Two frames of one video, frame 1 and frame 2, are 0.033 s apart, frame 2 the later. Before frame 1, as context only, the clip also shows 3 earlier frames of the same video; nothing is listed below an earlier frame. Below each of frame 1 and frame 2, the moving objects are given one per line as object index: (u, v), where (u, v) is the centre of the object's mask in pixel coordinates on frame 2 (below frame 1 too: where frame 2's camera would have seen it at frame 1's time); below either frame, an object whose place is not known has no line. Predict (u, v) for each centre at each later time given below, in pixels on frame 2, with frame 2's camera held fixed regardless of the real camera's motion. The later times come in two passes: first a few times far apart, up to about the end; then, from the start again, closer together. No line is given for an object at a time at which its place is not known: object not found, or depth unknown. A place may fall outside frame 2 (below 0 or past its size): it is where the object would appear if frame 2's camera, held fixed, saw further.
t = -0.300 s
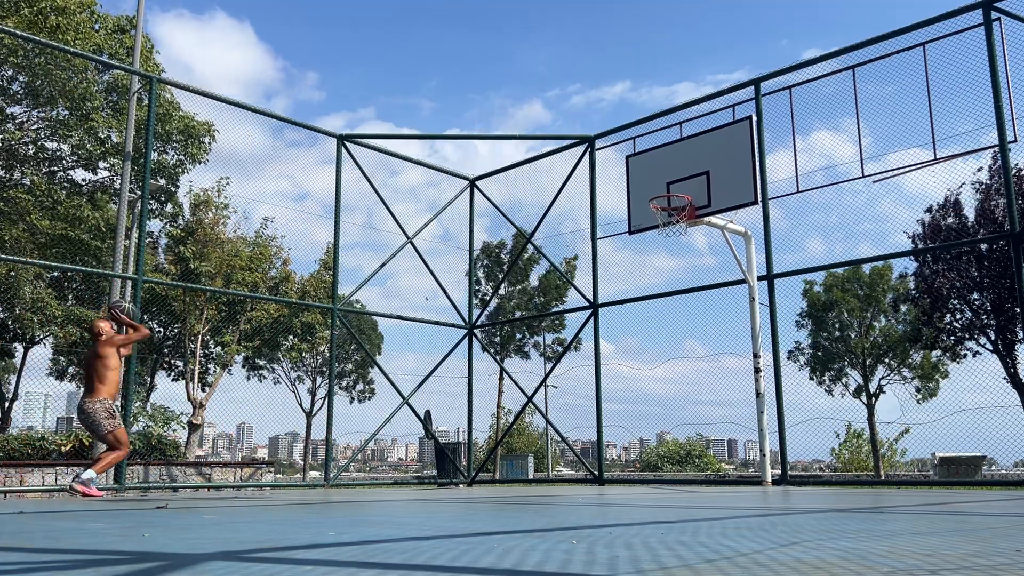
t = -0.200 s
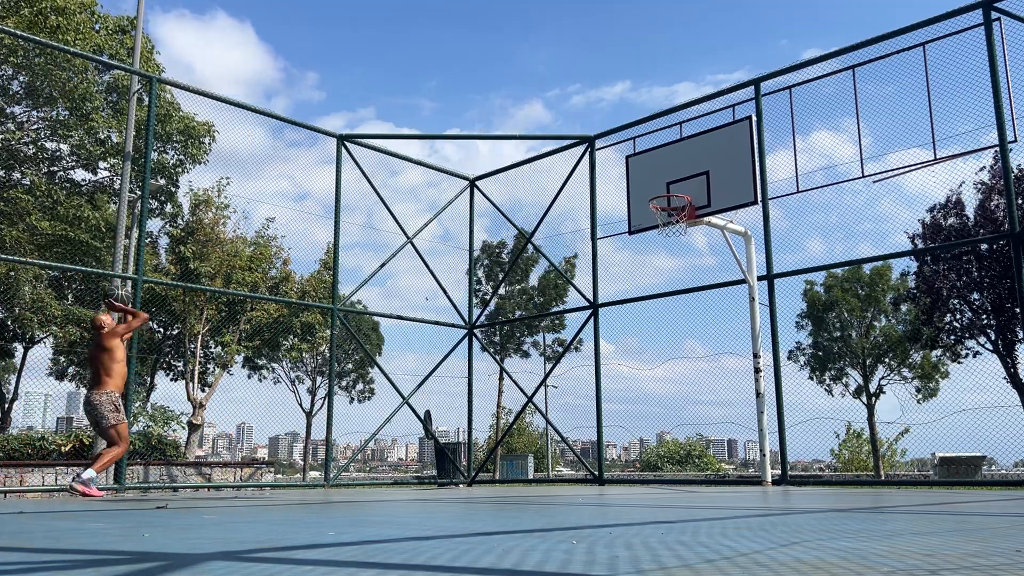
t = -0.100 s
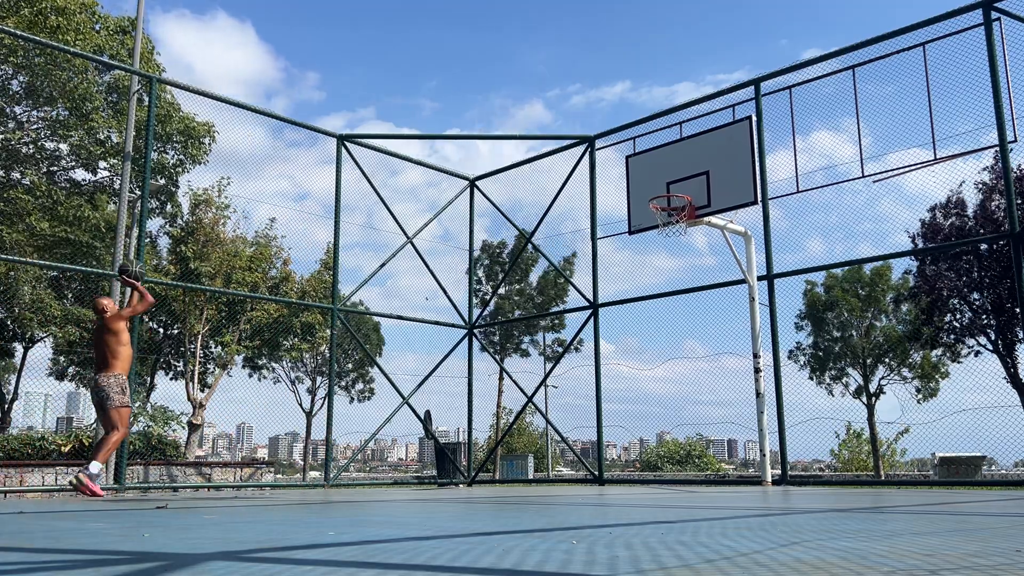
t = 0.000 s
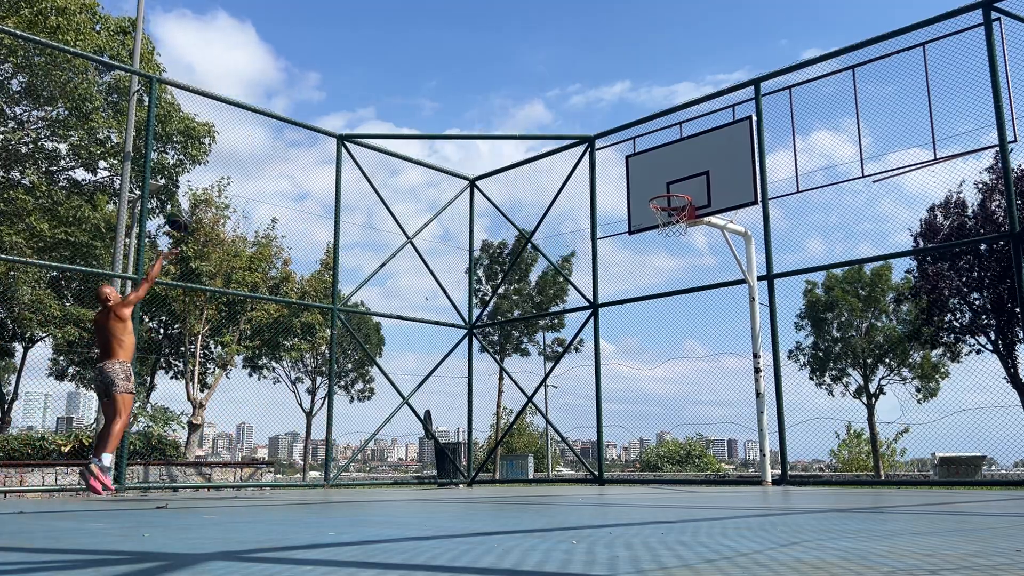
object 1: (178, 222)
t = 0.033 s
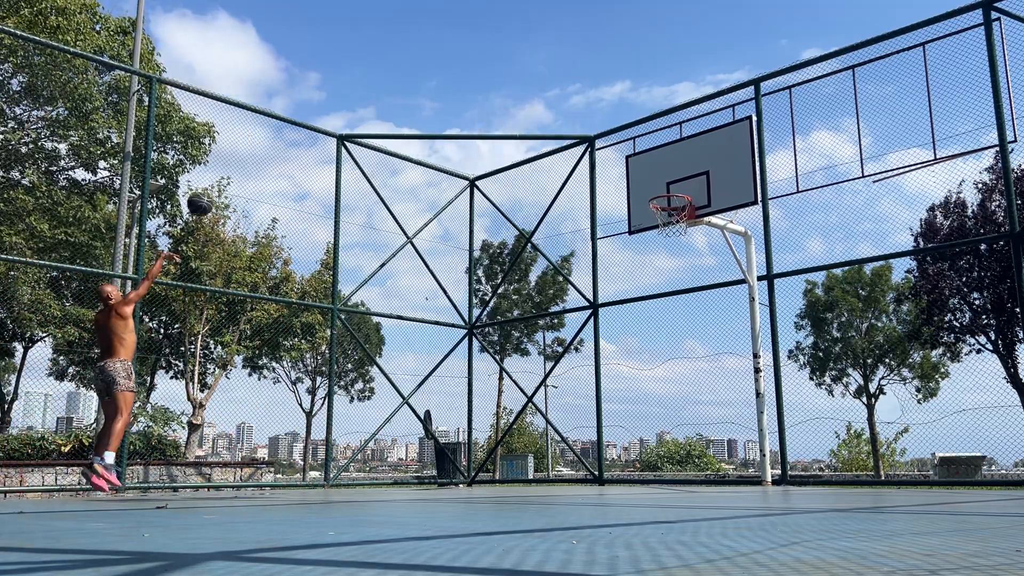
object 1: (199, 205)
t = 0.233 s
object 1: (311, 133)
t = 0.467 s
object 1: (424, 99)
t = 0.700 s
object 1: (527, 111)
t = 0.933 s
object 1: (624, 163)
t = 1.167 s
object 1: (686, 237)
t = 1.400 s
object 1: (715, 340)
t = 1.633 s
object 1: (743, 449)
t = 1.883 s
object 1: (727, 308)
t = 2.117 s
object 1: (715, 228)
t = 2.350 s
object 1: (705, 202)
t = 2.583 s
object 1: (699, 240)
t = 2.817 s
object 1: (696, 365)
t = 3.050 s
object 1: (691, 392)
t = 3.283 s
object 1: (681, 249)
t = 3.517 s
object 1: (677, 181)
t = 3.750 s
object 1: (677, 211)
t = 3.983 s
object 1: (686, 395)
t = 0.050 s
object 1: (209, 196)
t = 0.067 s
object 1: (220, 189)
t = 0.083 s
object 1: (229, 182)
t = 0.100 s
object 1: (239, 175)
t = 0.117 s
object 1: (248, 169)
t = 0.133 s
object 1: (257, 163)
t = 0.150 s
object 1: (267, 157)
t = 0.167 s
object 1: (276, 151)
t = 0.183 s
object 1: (285, 146)
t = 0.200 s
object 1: (294, 142)
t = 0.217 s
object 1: (302, 137)
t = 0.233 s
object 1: (311, 133)
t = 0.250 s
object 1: (320, 128)
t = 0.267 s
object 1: (328, 125)
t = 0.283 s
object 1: (337, 121)
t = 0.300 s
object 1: (345, 118)
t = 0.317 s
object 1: (353, 115)
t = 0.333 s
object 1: (361, 112)
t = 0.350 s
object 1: (369, 110)
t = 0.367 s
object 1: (377, 108)
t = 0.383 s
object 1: (385, 106)
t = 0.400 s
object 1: (393, 104)
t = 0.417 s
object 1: (401, 102)
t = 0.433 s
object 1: (409, 101)
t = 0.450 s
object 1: (417, 100)
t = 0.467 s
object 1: (424, 99)
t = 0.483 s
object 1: (432, 99)
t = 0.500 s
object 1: (440, 98)
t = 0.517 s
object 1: (447, 98)
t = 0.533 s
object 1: (455, 98)
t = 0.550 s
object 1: (462, 98)
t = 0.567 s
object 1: (470, 99)
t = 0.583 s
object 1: (477, 99)
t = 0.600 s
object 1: (484, 100)
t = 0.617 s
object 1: (491, 102)
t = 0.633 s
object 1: (499, 103)
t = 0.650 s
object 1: (506, 104)
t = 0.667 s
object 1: (513, 106)
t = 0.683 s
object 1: (520, 108)
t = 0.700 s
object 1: (527, 111)
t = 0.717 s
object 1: (534, 113)
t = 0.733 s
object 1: (541, 116)
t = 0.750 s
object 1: (548, 118)
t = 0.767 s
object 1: (555, 122)
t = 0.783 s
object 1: (562, 125)
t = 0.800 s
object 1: (569, 128)
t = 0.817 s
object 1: (576, 132)
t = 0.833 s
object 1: (582, 136)
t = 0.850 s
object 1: (590, 140)
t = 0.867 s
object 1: (597, 144)
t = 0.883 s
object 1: (603, 148)
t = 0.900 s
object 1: (610, 153)
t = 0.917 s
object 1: (617, 158)
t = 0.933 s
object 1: (624, 163)
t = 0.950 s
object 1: (630, 169)
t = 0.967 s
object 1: (637, 175)
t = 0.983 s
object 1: (644, 180)
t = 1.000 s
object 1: (650, 186)
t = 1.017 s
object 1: (657, 191)
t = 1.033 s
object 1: (663, 198)
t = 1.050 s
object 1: (671, 206)
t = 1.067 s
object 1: (674, 208)
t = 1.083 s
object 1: (674, 211)
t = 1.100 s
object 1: (671, 215)
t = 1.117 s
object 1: (679, 225)
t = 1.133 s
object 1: (683, 230)
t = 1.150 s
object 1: (685, 232)
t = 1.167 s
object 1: (686, 237)
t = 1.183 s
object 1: (688, 242)
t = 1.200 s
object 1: (690, 248)
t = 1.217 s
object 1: (692, 254)
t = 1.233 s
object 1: (694, 260)
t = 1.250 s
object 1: (695, 266)
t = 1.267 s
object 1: (697, 273)
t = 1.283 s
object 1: (699, 280)
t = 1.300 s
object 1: (701, 288)
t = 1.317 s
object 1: (704, 296)
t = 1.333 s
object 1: (706, 304)
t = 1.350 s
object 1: (708, 312)
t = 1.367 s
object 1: (710, 321)
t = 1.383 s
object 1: (713, 331)
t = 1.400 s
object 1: (715, 340)
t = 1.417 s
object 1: (718, 350)
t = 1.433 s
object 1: (720, 360)
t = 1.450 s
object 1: (723, 371)
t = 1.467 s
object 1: (726, 383)
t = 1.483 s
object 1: (728, 394)
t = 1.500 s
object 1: (731, 407)
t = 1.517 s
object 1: (734, 419)
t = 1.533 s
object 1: (737, 433)
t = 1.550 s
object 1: (740, 446)
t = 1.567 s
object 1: (743, 461)
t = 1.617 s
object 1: (745, 461)
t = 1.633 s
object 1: (743, 449)
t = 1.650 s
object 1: (743, 437)
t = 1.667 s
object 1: (742, 427)
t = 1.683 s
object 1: (740, 416)
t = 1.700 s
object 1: (739, 405)
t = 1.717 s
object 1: (738, 395)
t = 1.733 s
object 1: (737, 386)
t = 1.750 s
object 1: (736, 376)
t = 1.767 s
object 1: (734, 367)
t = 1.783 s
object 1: (733, 357)
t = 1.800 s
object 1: (732, 348)
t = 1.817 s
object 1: (731, 340)
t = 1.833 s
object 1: (730, 331)
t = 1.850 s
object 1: (729, 323)
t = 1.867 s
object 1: (728, 315)
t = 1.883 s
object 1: (727, 308)
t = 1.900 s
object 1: (726, 300)
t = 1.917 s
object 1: (725, 294)
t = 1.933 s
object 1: (724, 286)
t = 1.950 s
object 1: (723, 280)
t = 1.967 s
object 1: (722, 273)
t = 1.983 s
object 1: (721, 267)
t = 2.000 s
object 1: (720, 261)
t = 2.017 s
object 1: (719, 256)
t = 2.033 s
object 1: (718, 251)
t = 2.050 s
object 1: (718, 245)
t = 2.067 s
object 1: (716, 242)
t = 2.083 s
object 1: (716, 238)
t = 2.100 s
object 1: (715, 233)
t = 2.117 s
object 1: (715, 228)
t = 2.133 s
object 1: (714, 225)
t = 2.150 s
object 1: (714, 221)
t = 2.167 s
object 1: (712, 218)
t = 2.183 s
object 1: (711, 215)
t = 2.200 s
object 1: (711, 212)
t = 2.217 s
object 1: (710, 210)
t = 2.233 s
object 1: (710, 208)
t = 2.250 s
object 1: (709, 206)
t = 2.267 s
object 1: (708, 205)
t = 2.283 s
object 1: (707, 203)
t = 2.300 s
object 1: (706, 203)
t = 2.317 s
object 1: (706, 202)
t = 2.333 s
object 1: (705, 202)
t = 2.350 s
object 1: (705, 202)
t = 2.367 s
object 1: (704, 203)
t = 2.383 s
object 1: (704, 203)
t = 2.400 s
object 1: (703, 205)
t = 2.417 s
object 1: (703, 206)
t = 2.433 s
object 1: (703, 208)
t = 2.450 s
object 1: (702, 210)
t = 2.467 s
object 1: (702, 212)
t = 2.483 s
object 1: (702, 215)
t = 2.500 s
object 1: (702, 218)
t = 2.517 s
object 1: (701, 222)
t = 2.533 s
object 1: (700, 227)
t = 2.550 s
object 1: (700, 230)
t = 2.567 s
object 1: (699, 236)
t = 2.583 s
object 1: (699, 240)
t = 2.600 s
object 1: (698, 246)
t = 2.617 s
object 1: (698, 252)
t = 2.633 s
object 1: (698, 258)
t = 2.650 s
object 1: (698, 265)
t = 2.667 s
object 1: (697, 272)
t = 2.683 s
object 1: (697, 281)
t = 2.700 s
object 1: (697, 290)
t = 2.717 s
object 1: (697, 299)
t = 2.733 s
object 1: (696, 309)
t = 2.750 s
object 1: (696, 319)
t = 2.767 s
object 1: (696, 330)
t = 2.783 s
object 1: (696, 341)
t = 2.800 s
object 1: (696, 353)
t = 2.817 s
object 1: (696, 365)
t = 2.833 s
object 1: (696, 378)
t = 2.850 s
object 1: (696, 393)
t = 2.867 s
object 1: (697, 407)
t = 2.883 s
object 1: (697, 422)
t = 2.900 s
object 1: (697, 439)
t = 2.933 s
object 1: (697, 474)
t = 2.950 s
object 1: (697, 475)
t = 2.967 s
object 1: (695, 460)
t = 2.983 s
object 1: (695, 447)
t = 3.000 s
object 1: (694, 433)
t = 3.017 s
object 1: (693, 419)
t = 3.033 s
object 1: (692, 405)
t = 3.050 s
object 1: (691, 392)
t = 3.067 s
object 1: (690, 380)
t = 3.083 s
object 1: (690, 367)
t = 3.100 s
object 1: (689, 356)
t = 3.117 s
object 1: (688, 344)
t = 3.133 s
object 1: (687, 333)
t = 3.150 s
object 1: (687, 322)
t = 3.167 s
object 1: (686, 312)
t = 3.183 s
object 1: (685, 302)
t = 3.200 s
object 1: (684, 292)
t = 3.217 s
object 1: (684, 283)
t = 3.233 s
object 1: (683, 273)
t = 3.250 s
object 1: (682, 265)
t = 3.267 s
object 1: (682, 257)
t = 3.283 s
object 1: (681, 249)
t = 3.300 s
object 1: (680, 242)
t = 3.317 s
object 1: (680, 234)
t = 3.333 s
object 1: (680, 227)
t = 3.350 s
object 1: (680, 221)
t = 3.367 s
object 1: (678, 216)
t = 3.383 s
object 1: (678, 210)
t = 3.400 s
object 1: (678, 205)
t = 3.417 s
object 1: (677, 200)
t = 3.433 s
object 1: (677, 196)
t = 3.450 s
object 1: (677, 192)
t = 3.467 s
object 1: (677, 189)
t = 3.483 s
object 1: (677, 186)
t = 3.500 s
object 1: (677, 183)
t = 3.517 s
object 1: (677, 181)
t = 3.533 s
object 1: (677, 180)
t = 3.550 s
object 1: (677, 178)
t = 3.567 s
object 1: (676, 179)
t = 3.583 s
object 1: (676, 178)
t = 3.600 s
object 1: (676, 179)
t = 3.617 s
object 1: (676, 180)
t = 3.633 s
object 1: (676, 182)
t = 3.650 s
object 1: (677, 185)
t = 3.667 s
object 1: (676, 187)
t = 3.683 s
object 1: (676, 191)
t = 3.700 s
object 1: (676, 195)
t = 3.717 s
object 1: (676, 200)
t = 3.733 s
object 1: (677, 205)
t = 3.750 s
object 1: (677, 211)
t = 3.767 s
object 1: (677, 219)
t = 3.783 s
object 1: (677, 226)
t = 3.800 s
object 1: (678, 235)
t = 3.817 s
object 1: (678, 244)
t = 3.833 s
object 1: (679, 254)
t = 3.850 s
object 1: (680, 265)
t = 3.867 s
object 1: (680, 278)
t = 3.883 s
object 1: (681, 291)
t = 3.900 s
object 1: (682, 305)
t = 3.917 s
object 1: (682, 321)
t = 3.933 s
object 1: (683, 337)
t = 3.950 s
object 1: (684, 355)
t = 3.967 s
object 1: (685, 374)
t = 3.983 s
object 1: (686, 395)
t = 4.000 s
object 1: (688, 417)
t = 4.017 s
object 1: (689, 441)
